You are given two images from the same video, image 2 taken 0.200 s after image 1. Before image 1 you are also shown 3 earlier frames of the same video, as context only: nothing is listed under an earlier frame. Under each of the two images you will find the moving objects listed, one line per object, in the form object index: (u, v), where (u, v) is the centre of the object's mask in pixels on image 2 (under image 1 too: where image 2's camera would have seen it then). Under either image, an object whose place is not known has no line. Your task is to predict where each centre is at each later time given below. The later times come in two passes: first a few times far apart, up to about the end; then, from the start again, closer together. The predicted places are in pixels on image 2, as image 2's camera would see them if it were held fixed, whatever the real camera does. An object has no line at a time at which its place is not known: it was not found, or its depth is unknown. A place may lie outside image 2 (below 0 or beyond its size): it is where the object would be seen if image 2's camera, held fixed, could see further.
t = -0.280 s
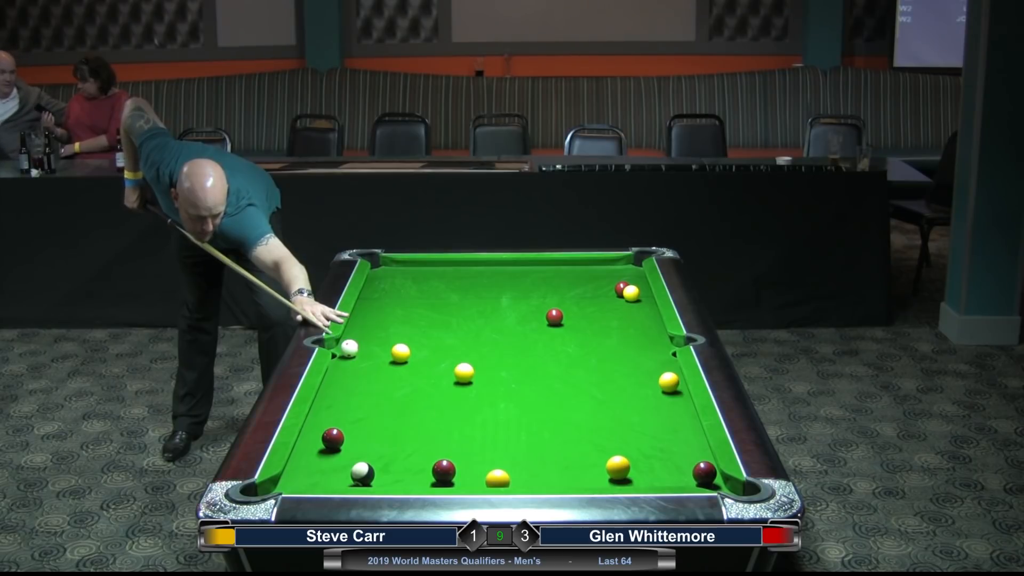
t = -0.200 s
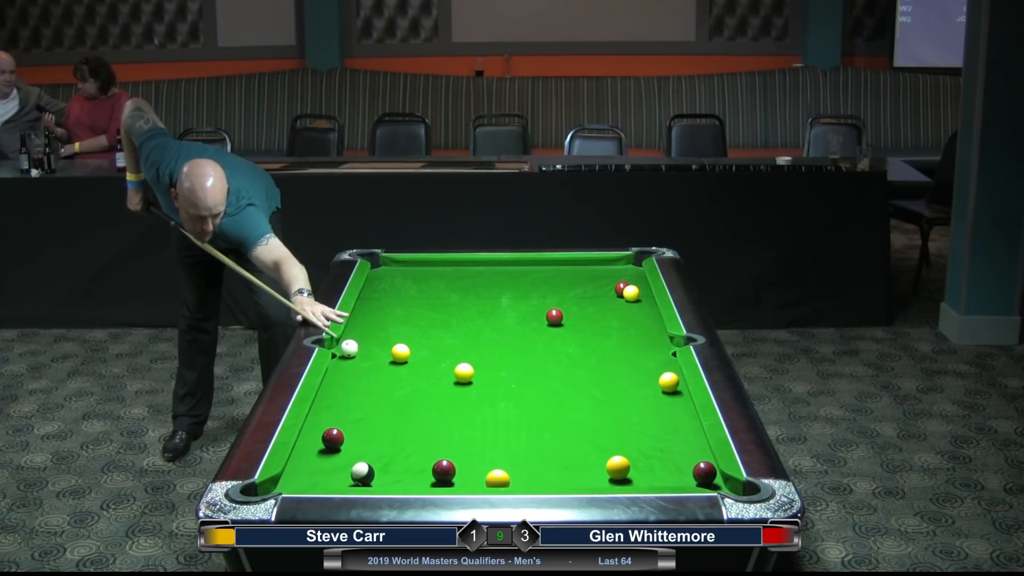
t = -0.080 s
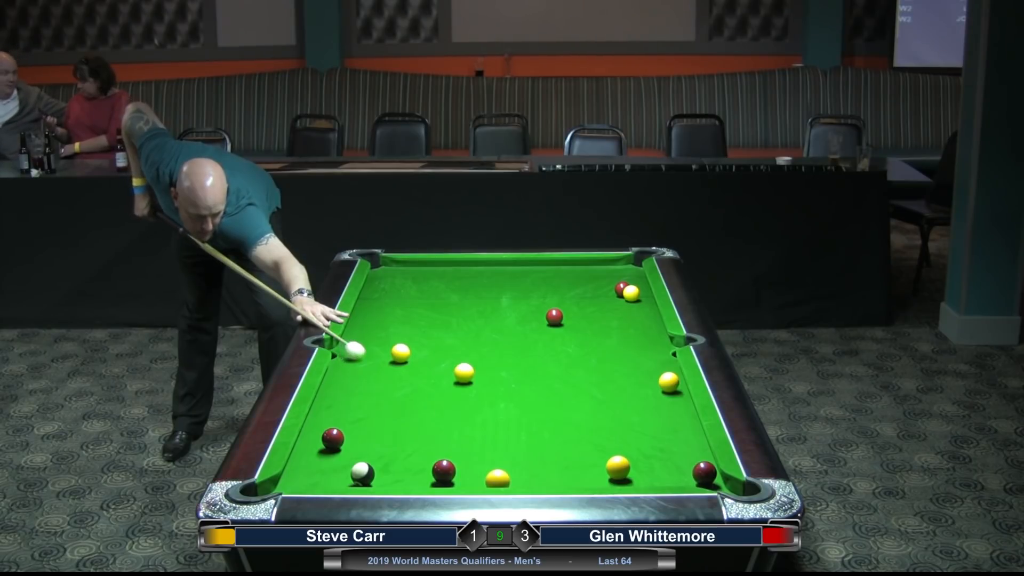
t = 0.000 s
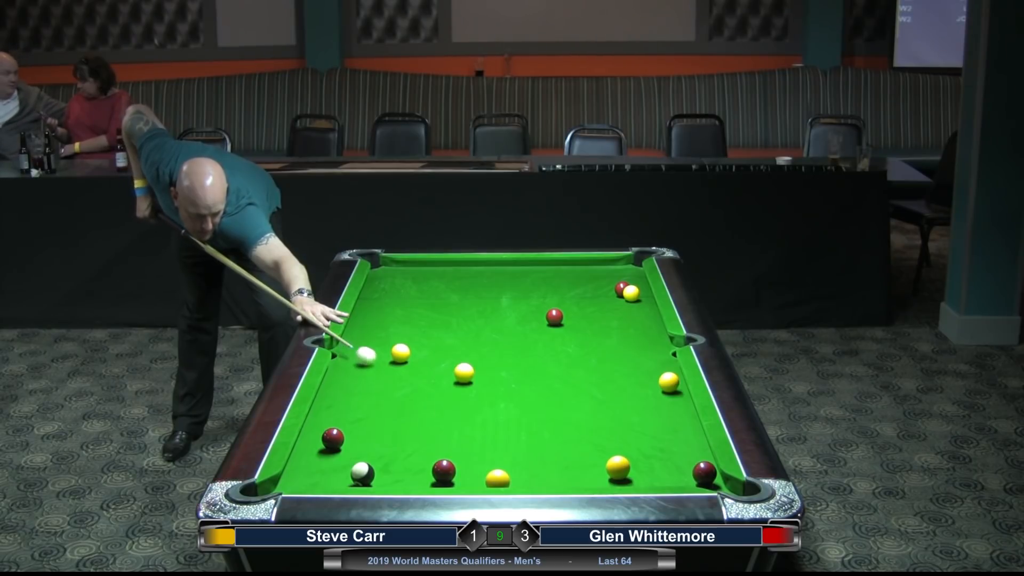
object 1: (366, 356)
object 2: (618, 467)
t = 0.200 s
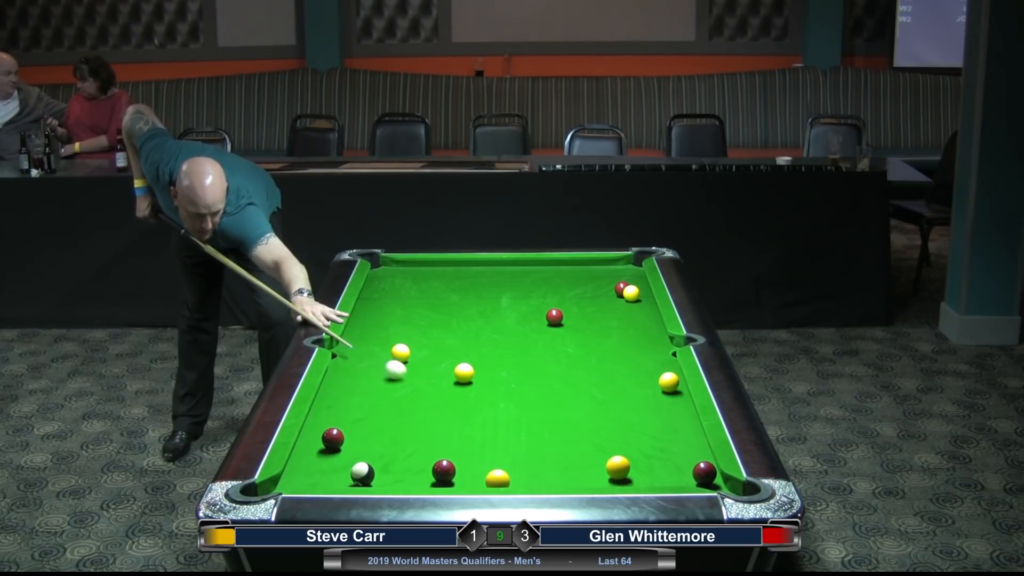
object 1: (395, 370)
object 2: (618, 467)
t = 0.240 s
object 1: (401, 373)
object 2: (618, 467)
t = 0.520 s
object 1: (445, 392)
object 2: (618, 467)
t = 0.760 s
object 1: (484, 410)
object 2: (618, 467)
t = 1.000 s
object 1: (524, 428)
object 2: (618, 467)
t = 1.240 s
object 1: (567, 447)
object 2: (618, 467)
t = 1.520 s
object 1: (601, 463)
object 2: (630, 472)
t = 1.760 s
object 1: (604, 467)
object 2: (657, 478)
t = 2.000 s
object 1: (607, 469)
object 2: (677, 478)
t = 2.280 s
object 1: (608, 470)
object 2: (685, 476)
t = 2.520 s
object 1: (607, 470)
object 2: (684, 476)
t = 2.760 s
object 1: (607, 470)
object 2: (684, 476)
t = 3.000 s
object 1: (607, 470)
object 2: (685, 476)
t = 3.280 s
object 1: (607, 470)
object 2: (685, 476)
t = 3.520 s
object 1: (607, 470)
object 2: (685, 476)
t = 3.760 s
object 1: (607, 470)
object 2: (685, 476)
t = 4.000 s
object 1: (607, 470)
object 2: (685, 476)
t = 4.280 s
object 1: (607, 470)
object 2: (685, 476)
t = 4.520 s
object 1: (607, 470)
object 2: (685, 476)
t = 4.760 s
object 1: (607, 470)
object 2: (685, 476)
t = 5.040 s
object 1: (607, 470)
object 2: (685, 476)
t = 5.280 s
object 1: (607, 470)
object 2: (685, 476)
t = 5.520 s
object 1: (607, 470)
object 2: (685, 476)
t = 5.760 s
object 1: (607, 470)
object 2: (685, 476)
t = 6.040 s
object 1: (607, 470)
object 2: (685, 476)
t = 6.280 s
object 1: (607, 470)
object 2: (685, 476)
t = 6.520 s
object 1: (607, 470)
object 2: (685, 476)
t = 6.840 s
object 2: (684, 477)
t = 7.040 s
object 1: (607, 470)
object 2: (685, 476)
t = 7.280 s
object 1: (607, 470)
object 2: (685, 476)
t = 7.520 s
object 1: (607, 470)
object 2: (685, 476)
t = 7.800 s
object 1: (607, 470)
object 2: (685, 476)
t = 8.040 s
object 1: (607, 470)
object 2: (685, 476)
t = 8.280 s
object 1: (607, 470)
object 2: (685, 476)
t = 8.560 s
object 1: (607, 470)
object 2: (685, 476)
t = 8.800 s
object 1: (607, 470)
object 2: (685, 476)
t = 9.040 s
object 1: (607, 470)
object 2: (685, 476)
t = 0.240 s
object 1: (401, 373)
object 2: (618, 467)
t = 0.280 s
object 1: (407, 375)
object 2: (618, 467)
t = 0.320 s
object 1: (413, 378)
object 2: (618, 467)
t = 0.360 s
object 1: (419, 381)
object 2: (618, 467)
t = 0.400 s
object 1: (426, 384)
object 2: (618, 467)
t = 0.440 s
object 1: (432, 387)
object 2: (618, 467)
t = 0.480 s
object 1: (438, 390)
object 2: (618, 467)
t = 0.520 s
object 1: (445, 392)
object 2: (618, 467)
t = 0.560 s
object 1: (451, 396)
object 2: (618, 467)
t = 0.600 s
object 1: (458, 399)
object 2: (618, 467)
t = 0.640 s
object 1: (464, 401)
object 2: (618, 467)
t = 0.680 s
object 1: (471, 404)
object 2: (618, 467)
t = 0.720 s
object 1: (477, 407)
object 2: (618, 467)
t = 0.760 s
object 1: (484, 410)
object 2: (618, 467)
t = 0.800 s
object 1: (490, 413)
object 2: (618, 467)
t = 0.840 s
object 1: (497, 416)
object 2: (618, 467)
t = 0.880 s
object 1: (504, 419)
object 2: (618, 467)
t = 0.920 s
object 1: (511, 422)
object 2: (618, 467)
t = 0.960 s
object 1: (518, 425)
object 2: (618, 467)
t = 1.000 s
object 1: (524, 428)
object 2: (618, 467)
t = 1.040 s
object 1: (531, 431)
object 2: (618, 467)
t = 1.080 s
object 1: (538, 435)
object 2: (618, 467)
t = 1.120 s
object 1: (545, 437)
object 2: (618, 467)
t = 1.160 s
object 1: (552, 441)
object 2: (618, 467)
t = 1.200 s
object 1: (560, 443)
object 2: (618, 467)
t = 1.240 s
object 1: (567, 447)
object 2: (618, 467)
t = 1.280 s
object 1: (574, 449)
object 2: (618, 467)
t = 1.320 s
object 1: (581, 453)
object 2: (618, 467)
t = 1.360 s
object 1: (588, 456)
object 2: (618, 467)
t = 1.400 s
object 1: (595, 460)
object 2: (618, 467)
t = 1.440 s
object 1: (599, 462)
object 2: (619, 468)
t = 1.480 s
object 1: (600, 463)
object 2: (626, 470)
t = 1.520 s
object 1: (601, 463)
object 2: (630, 472)
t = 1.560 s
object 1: (601, 464)
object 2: (635, 473)
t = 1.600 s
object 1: (602, 465)
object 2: (639, 474)
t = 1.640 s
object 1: (602, 465)
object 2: (644, 476)
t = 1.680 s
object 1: (603, 465)
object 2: (648, 477)
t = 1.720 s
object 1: (604, 466)
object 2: (653, 477)
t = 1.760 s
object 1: (604, 467)
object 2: (657, 478)
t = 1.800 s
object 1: (605, 467)
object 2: (662, 479)
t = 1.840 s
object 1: (605, 468)
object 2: (666, 480)
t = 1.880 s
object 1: (606, 468)
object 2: (669, 480)
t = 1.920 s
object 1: (606, 468)
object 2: (672, 480)
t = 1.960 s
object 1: (606, 469)
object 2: (674, 479)
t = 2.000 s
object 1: (607, 469)
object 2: (677, 478)
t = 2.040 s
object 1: (607, 469)
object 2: (679, 478)
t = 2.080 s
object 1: (607, 470)
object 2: (681, 478)
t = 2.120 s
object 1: (608, 470)
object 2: (683, 477)
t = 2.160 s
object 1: (608, 470)
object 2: (685, 477)
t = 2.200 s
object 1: (608, 470)
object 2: (685, 476)
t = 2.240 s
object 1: (608, 470)
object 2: (685, 476)
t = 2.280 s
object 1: (608, 470)
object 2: (685, 476)
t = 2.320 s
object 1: (608, 470)
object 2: (685, 476)
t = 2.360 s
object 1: (608, 471)
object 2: (685, 476)
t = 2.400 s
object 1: (608, 470)
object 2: (685, 476)
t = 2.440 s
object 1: (608, 470)
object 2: (685, 476)
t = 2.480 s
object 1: (607, 470)
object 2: (684, 476)
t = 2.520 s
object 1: (607, 470)
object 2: (684, 476)
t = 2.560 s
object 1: (607, 470)
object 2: (684, 476)
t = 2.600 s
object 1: (607, 470)
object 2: (684, 476)
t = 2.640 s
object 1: (607, 470)
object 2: (684, 476)
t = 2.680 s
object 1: (607, 470)
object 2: (684, 476)
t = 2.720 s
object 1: (607, 470)
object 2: (684, 476)
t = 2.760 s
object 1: (607, 470)
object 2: (684, 476)
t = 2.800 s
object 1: (607, 470)
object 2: (684, 476)
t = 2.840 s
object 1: (607, 470)
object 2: (684, 476)
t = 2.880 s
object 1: (607, 470)
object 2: (684, 476)
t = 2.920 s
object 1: (607, 470)
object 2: (685, 476)
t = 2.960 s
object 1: (607, 470)
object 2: (685, 476)
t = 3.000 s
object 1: (607, 470)
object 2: (685, 476)
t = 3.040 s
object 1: (607, 470)
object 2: (685, 476)
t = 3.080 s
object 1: (607, 470)
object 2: (685, 476)
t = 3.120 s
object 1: (607, 470)
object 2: (685, 476)
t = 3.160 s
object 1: (607, 470)
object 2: (685, 476)
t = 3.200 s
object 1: (607, 470)
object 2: (685, 476)
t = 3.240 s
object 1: (607, 470)
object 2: (685, 476)
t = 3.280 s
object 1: (607, 470)
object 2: (685, 476)
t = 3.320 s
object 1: (607, 470)
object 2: (685, 476)
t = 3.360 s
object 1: (607, 470)
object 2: (685, 476)
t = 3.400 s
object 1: (607, 470)
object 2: (685, 476)
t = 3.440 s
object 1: (607, 470)
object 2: (685, 476)
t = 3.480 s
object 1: (607, 470)
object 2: (685, 476)
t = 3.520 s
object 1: (607, 470)
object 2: (685, 476)
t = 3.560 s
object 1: (607, 470)
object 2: (685, 476)
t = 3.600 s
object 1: (607, 470)
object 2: (685, 476)
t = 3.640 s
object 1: (607, 470)
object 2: (685, 476)
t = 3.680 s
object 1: (607, 470)
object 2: (685, 476)
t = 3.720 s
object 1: (607, 470)
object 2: (685, 476)
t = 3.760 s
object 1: (607, 470)
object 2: (685, 476)
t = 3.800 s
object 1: (607, 470)
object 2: (685, 476)
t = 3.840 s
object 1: (607, 470)
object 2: (685, 476)
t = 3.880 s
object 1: (607, 470)
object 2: (685, 476)
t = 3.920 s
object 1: (607, 470)
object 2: (685, 476)
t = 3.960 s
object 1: (607, 470)
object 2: (685, 476)
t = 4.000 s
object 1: (607, 470)
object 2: (685, 476)
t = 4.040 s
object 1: (607, 470)
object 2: (685, 476)
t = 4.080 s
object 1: (607, 470)
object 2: (685, 476)
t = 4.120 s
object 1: (607, 470)
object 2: (685, 476)
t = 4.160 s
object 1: (607, 470)
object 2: (685, 476)
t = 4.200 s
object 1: (607, 470)
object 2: (685, 476)
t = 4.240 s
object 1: (607, 470)
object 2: (685, 476)
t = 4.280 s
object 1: (607, 470)
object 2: (685, 476)
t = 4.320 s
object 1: (607, 470)
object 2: (685, 476)
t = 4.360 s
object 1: (607, 470)
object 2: (685, 476)
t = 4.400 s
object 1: (606, 470)
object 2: (685, 476)
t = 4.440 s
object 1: (607, 470)
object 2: (685, 476)
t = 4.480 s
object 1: (607, 470)
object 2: (685, 476)
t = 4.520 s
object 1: (607, 470)
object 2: (685, 476)
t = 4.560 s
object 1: (607, 470)
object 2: (685, 476)
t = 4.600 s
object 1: (607, 470)
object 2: (685, 476)
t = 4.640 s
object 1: (607, 470)
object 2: (685, 476)
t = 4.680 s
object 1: (607, 470)
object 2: (685, 476)
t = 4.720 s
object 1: (607, 470)
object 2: (685, 476)
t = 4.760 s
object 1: (607, 470)
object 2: (685, 476)
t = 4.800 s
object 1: (607, 470)
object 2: (685, 476)
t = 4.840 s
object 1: (607, 470)
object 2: (685, 476)
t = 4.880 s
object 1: (607, 470)
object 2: (685, 476)
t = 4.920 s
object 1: (607, 470)
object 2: (685, 476)
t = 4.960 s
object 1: (607, 470)
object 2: (685, 476)
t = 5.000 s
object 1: (607, 470)
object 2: (685, 476)
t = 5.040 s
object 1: (607, 470)
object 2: (685, 476)
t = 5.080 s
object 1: (607, 470)
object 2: (685, 476)
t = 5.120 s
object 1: (607, 470)
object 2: (685, 476)
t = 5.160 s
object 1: (607, 470)
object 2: (685, 476)
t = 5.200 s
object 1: (607, 470)
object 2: (685, 476)
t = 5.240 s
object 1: (607, 470)
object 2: (685, 476)
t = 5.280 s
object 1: (607, 470)
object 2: (685, 476)
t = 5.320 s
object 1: (607, 470)
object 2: (685, 476)
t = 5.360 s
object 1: (607, 470)
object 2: (685, 476)
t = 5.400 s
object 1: (607, 470)
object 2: (685, 476)
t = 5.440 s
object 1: (607, 470)
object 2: (685, 476)
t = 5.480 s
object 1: (607, 470)
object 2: (685, 476)
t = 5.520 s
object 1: (607, 470)
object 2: (685, 476)
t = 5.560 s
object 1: (607, 470)
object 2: (685, 476)
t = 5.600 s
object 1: (607, 470)
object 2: (685, 476)
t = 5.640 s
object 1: (607, 470)
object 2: (685, 476)
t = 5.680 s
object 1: (607, 470)
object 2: (685, 476)
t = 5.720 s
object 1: (607, 470)
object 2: (685, 476)
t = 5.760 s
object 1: (607, 470)
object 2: (685, 476)
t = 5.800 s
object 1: (607, 470)
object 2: (685, 476)
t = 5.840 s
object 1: (607, 470)
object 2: (685, 476)
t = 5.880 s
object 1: (607, 470)
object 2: (685, 476)
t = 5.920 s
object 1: (607, 470)
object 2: (685, 476)
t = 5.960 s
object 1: (607, 470)
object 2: (685, 476)
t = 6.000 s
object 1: (607, 470)
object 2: (685, 476)
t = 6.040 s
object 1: (607, 470)
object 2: (685, 476)
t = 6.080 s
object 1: (607, 470)
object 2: (685, 476)
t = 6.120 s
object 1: (607, 470)
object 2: (685, 476)
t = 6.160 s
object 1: (607, 470)
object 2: (685, 476)
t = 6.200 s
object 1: (607, 470)
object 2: (685, 476)
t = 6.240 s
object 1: (607, 470)
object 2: (685, 476)
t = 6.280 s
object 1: (607, 470)
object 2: (685, 476)
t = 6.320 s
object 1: (607, 470)
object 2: (685, 476)
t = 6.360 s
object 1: (607, 470)
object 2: (685, 476)
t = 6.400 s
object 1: (607, 470)
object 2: (685, 476)
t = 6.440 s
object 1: (607, 470)
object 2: (685, 476)
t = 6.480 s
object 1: (607, 470)
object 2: (685, 476)
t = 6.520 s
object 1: (607, 470)
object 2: (685, 476)
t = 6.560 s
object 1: (607, 470)
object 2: (685, 476)
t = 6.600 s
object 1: (607, 470)
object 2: (681, 475)
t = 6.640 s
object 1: (607, 470)
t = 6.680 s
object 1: (607, 470)
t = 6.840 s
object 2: (684, 477)
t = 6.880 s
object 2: (685, 477)
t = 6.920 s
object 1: (609, 470)
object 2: (685, 476)
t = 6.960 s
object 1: (607, 470)
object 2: (685, 476)
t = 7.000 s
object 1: (607, 471)
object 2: (685, 476)
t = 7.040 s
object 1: (607, 470)
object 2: (685, 476)
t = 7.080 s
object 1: (607, 470)
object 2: (685, 476)
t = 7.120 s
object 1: (607, 470)
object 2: (685, 476)
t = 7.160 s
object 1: (607, 470)
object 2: (685, 476)
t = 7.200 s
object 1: (607, 470)
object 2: (685, 476)
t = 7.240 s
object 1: (607, 470)
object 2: (685, 476)
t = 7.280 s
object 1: (607, 470)
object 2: (685, 476)
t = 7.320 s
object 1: (607, 470)
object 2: (685, 476)
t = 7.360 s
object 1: (607, 470)
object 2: (685, 476)
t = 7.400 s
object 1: (607, 470)
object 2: (685, 476)
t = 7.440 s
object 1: (607, 470)
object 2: (685, 476)
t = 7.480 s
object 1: (607, 470)
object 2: (685, 476)
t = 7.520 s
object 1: (607, 470)
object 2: (685, 476)
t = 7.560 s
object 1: (607, 470)
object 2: (685, 476)
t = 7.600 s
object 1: (607, 470)
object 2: (685, 476)
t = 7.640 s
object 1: (607, 470)
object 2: (685, 476)
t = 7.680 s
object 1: (607, 470)
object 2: (685, 476)
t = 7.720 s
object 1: (607, 470)
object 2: (685, 476)
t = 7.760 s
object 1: (607, 470)
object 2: (685, 476)
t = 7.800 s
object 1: (607, 470)
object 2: (685, 476)
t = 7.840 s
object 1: (607, 470)
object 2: (685, 476)
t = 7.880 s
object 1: (607, 470)
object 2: (685, 476)
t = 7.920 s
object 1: (607, 470)
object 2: (685, 476)
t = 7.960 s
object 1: (607, 470)
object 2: (685, 476)
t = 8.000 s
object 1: (607, 470)
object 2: (685, 476)
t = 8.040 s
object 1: (607, 470)
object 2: (685, 476)
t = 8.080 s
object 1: (607, 470)
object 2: (685, 476)
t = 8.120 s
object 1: (607, 470)
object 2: (685, 476)
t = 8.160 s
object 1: (607, 470)
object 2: (685, 476)
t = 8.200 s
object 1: (607, 470)
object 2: (685, 476)
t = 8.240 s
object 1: (607, 470)
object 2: (685, 476)
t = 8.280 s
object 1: (607, 470)
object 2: (685, 476)
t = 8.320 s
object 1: (607, 470)
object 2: (685, 476)
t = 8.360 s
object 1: (607, 470)
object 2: (685, 476)
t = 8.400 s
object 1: (607, 470)
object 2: (685, 476)
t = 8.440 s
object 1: (607, 470)
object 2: (685, 476)
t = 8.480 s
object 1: (607, 470)
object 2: (685, 476)
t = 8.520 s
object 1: (607, 470)
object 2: (685, 476)
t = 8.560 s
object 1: (607, 470)
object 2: (685, 476)
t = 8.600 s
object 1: (607, 470)
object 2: (685, 476)
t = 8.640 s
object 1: (607, 470)
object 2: (685, 476)
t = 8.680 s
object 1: (607, 470)
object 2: (685, 476)
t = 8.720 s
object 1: (607, 470)
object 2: (685, 476)
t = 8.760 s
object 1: (607, 470)
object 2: (685, 476)
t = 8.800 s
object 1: (607, 470)
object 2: (685, 476)
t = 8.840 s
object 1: (607, 470)
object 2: (685, 476)
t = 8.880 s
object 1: (607, 470)
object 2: (685, 476)
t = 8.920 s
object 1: (607, 470)
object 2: (685, 476)
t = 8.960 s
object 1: (607, 470)
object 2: (685, 476)
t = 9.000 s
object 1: (607, 470)
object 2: (685, 476)
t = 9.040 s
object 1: (607, 470)
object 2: (685, 476)
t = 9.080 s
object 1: (607, 470)
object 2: (685, 476)
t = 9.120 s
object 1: (606, 470)
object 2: (685, 476)
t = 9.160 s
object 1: (607, 470)
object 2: (685, 476)
